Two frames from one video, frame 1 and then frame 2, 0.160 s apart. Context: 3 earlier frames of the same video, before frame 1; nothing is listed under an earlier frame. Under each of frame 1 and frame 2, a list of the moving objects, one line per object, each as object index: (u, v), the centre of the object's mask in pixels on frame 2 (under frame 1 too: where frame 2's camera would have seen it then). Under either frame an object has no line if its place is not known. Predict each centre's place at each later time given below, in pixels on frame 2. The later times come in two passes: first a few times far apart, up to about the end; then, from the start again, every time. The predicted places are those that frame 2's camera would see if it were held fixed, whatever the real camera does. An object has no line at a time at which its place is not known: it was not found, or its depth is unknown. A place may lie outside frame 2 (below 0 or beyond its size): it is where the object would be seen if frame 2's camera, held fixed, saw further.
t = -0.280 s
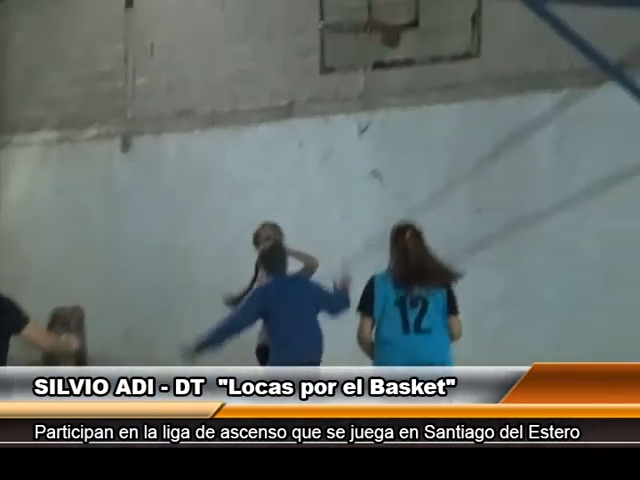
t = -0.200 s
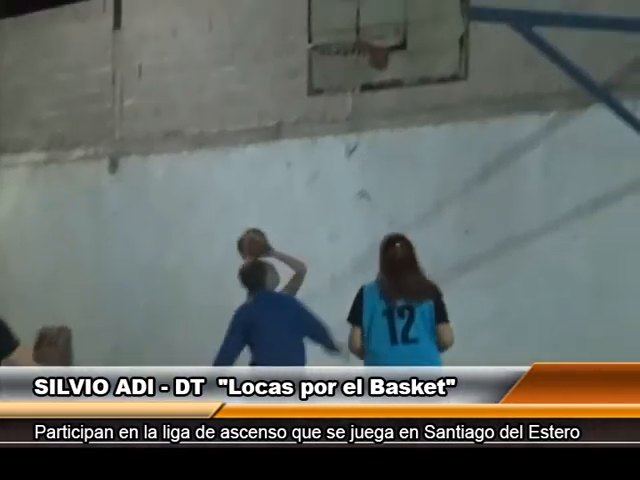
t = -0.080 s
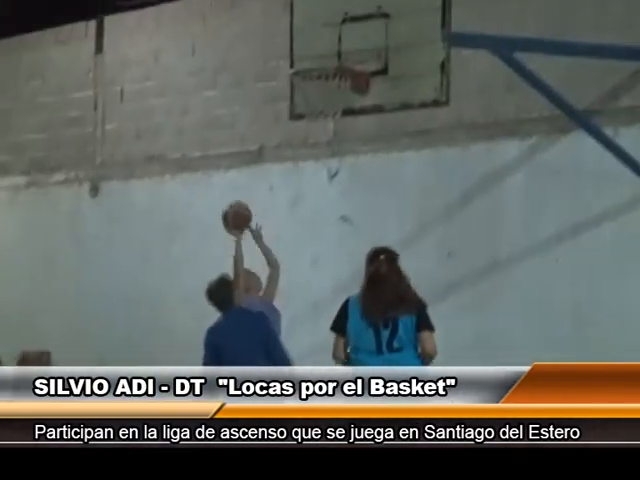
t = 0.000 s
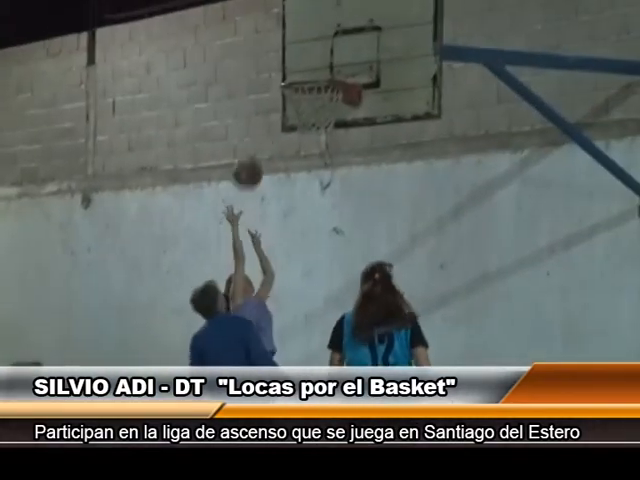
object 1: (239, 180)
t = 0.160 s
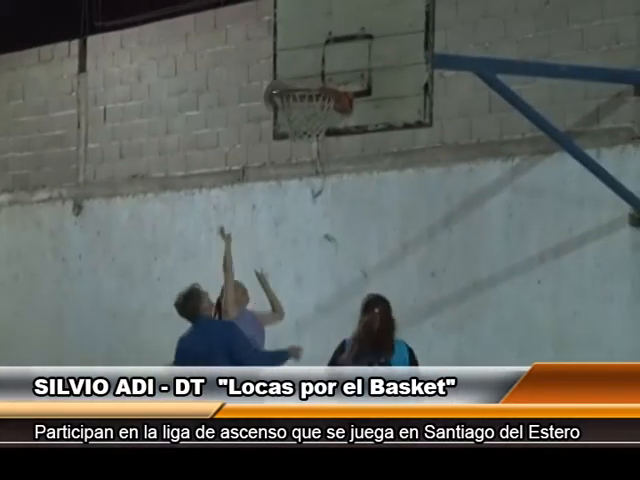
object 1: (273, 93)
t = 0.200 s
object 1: (288, 78)
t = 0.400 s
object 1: (323, 27)
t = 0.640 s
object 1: (344, 44)
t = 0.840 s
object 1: (361, 123)
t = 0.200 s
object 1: (288, 78)
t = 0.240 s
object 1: (300, 62)
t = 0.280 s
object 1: (310, 48)
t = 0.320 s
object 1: (316, 38)
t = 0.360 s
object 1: (319, 31)
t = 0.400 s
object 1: (323, 27)
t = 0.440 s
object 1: (326, 25)
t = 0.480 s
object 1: (329, 25)
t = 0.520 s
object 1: (332, 26)
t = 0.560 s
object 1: (336, 29)
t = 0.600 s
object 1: (339, 36)
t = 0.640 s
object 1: (344, 44)
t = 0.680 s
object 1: (346, 54)
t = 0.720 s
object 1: (350, 70)
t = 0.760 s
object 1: (354, 84)
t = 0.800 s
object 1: (354, 101)
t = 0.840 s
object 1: (361, 123)
